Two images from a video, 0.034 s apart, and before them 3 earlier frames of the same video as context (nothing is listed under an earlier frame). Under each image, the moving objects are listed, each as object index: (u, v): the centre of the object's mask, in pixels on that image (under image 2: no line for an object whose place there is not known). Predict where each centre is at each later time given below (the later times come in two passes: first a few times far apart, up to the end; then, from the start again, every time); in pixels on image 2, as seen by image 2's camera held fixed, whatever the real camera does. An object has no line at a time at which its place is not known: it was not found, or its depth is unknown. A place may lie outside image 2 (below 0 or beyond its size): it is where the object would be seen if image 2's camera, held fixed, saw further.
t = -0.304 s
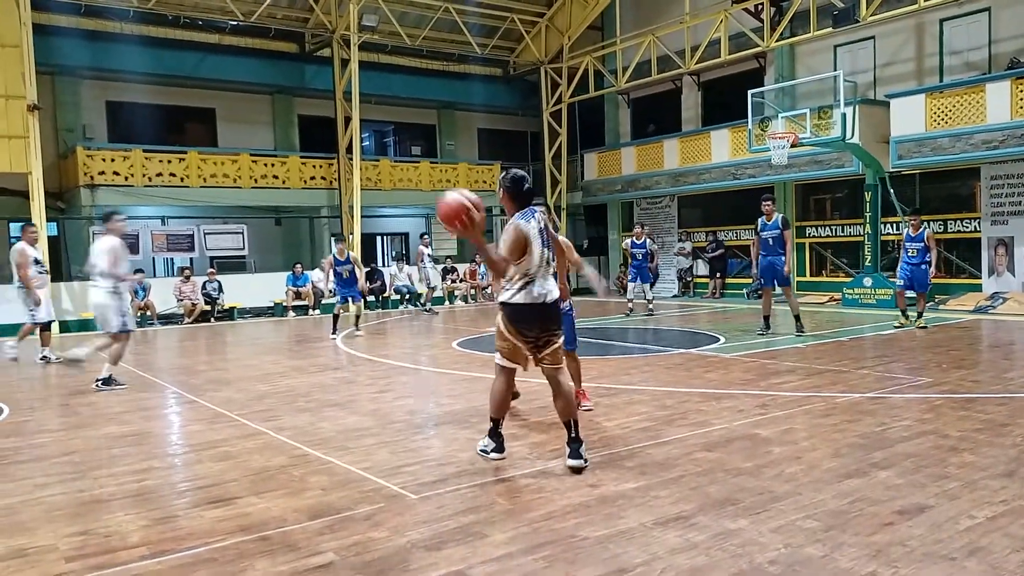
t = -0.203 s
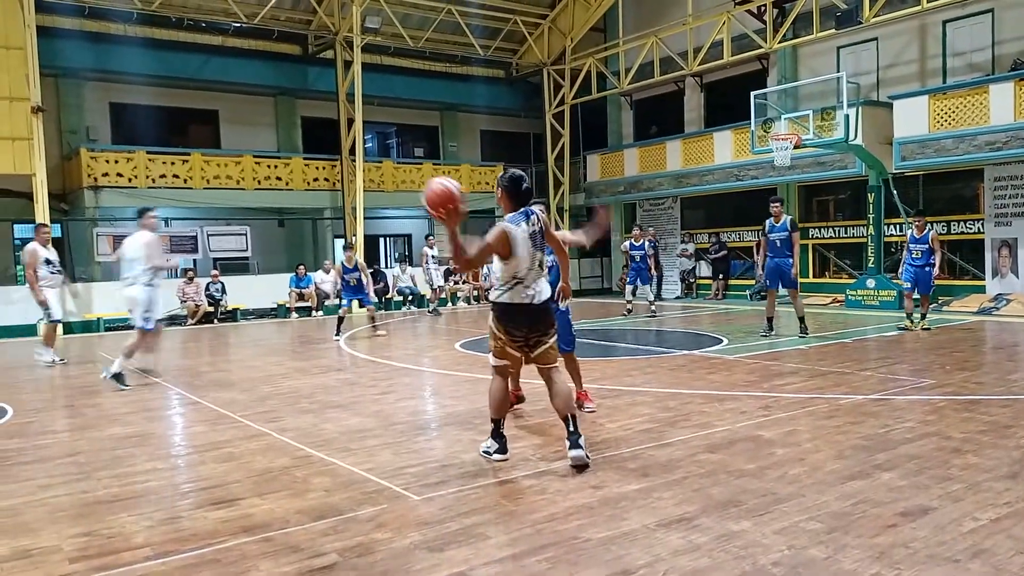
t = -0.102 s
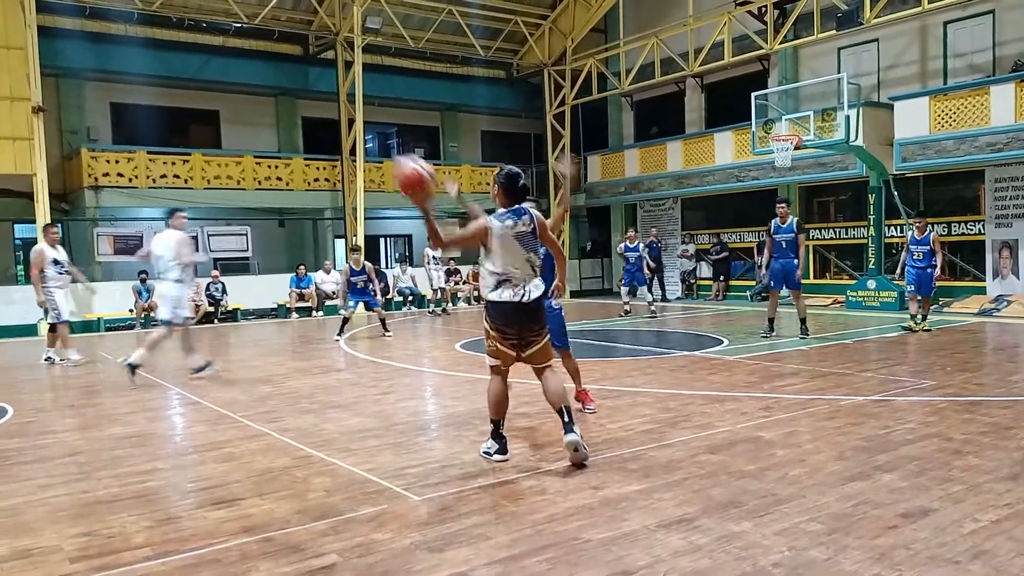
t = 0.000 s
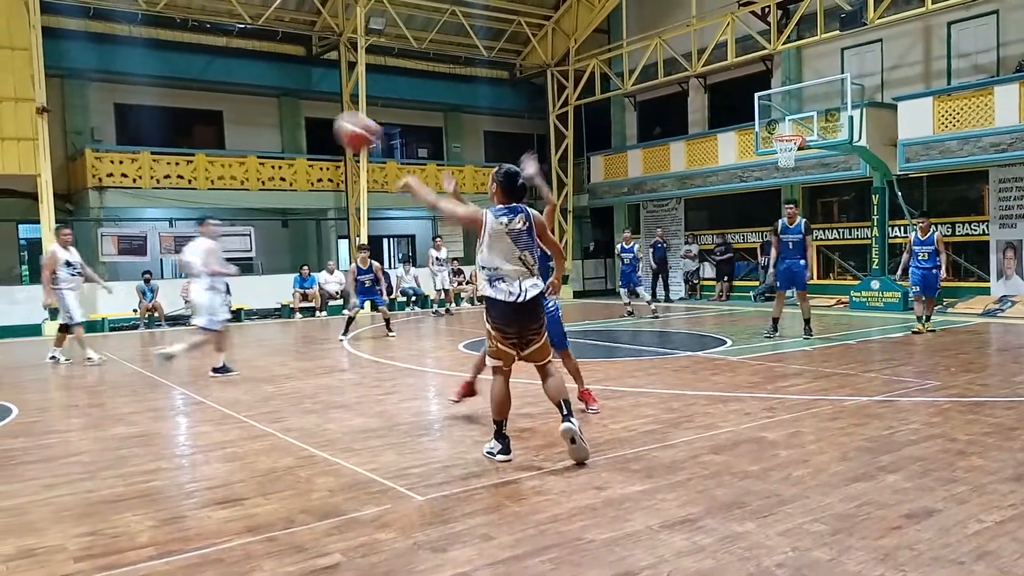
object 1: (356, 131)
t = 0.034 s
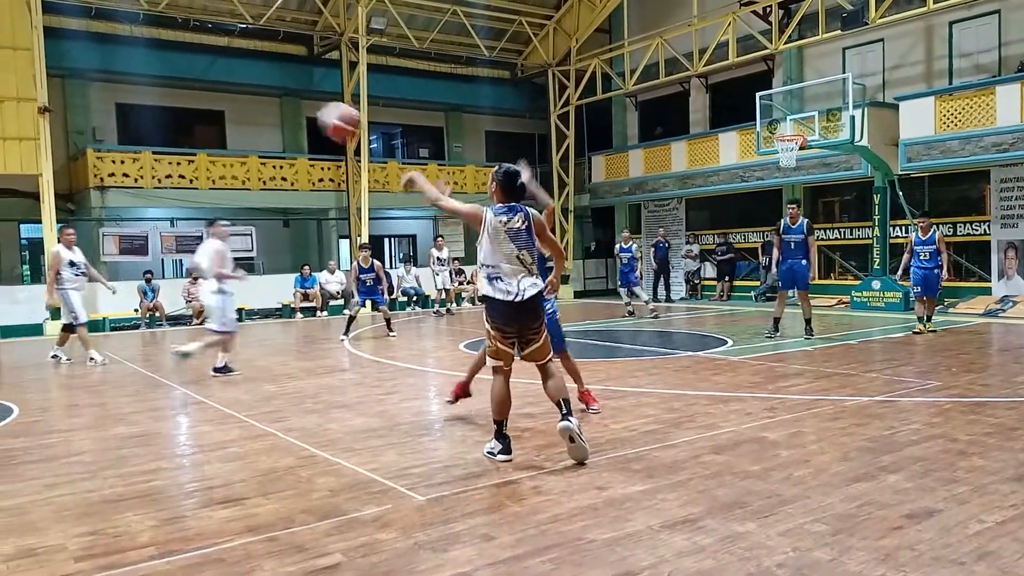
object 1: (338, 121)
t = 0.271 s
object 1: (245, 102)
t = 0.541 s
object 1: (179, 153)
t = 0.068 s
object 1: (324, 114)
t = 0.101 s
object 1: (308, 108)
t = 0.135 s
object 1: (294, 103)
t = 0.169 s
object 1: (280, 101)
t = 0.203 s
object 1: (269, 101)
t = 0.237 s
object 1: (257, 101)
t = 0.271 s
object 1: (245, 102)
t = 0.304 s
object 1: (234, 107)
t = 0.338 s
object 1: (225, 111)
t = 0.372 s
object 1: (216, 117)
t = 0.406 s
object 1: (207, 123)
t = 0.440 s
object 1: (199, 130)
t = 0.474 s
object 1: (193, 137)
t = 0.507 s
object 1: (186, 144)
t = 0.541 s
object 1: (179, 153)
